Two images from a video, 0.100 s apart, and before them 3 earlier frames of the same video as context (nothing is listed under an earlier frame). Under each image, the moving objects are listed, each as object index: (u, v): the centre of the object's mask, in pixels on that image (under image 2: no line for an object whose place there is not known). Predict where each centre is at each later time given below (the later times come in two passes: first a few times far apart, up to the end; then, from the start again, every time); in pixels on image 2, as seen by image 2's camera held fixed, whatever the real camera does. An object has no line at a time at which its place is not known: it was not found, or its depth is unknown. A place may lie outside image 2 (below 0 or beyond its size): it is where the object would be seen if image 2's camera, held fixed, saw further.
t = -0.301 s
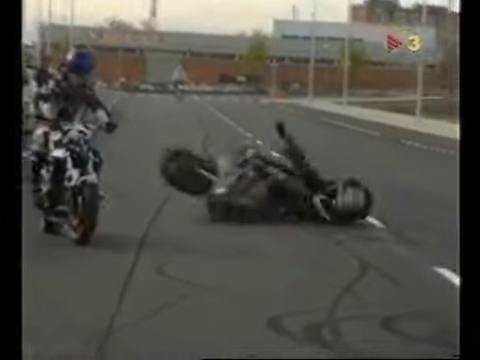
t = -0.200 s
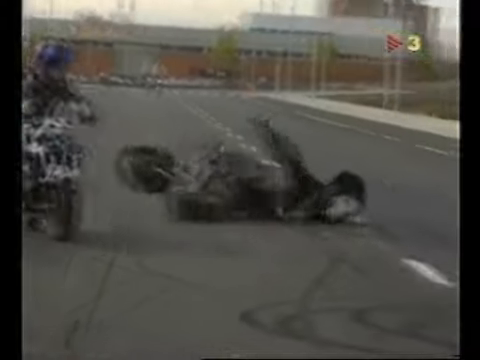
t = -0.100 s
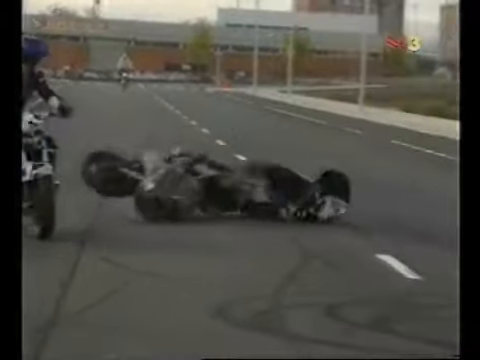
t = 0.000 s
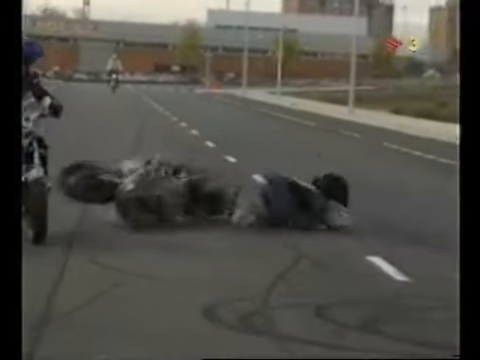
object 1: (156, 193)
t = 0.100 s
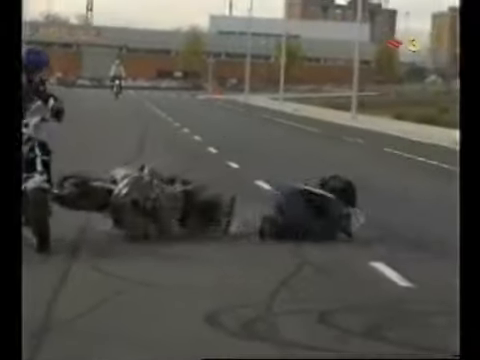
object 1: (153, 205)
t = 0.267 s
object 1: (138, 211)
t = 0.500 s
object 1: (141, 223)
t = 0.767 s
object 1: (157, 234)
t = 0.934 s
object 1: (164, 244)
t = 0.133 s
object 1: (152, 207)
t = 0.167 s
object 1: (161, 210)
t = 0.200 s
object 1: (144, 208)
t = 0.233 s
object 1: (140, 211)
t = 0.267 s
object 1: (138, 211)
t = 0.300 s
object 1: (136, 211)
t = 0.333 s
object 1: (137, 213)
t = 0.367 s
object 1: (137, 214)
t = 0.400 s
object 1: (138, 215)
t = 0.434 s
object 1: (142, 218)
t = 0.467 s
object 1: (140, 219)
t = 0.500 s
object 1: (141, 223)
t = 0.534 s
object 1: (145, 225)
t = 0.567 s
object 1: (150, 227)
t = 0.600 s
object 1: (152, 229)
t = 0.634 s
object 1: (154, 229)
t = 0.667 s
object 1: (154, 230)
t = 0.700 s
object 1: (155, 231)
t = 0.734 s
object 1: (156, 233)
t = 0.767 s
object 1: (157, 234)
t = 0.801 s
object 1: (160, 236)
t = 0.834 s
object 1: (161, 237)
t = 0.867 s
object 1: (162, 239)
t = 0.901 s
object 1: (163, 242)
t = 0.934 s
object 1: (164, 244)
